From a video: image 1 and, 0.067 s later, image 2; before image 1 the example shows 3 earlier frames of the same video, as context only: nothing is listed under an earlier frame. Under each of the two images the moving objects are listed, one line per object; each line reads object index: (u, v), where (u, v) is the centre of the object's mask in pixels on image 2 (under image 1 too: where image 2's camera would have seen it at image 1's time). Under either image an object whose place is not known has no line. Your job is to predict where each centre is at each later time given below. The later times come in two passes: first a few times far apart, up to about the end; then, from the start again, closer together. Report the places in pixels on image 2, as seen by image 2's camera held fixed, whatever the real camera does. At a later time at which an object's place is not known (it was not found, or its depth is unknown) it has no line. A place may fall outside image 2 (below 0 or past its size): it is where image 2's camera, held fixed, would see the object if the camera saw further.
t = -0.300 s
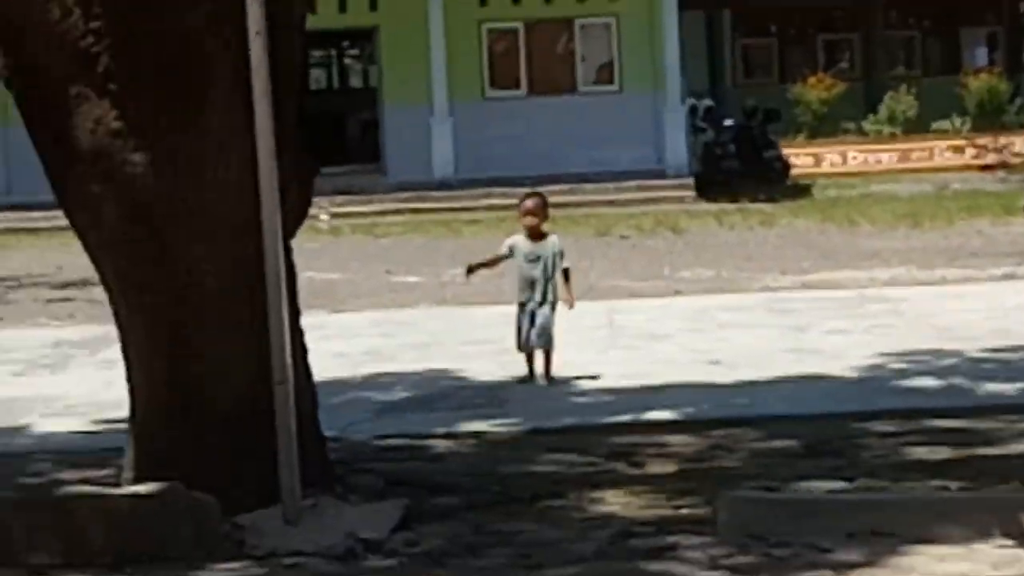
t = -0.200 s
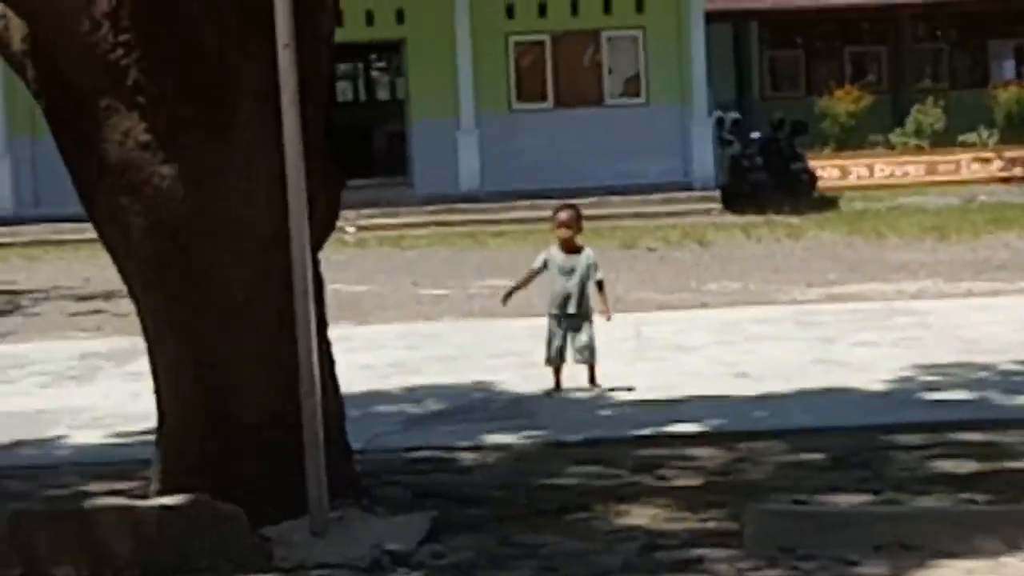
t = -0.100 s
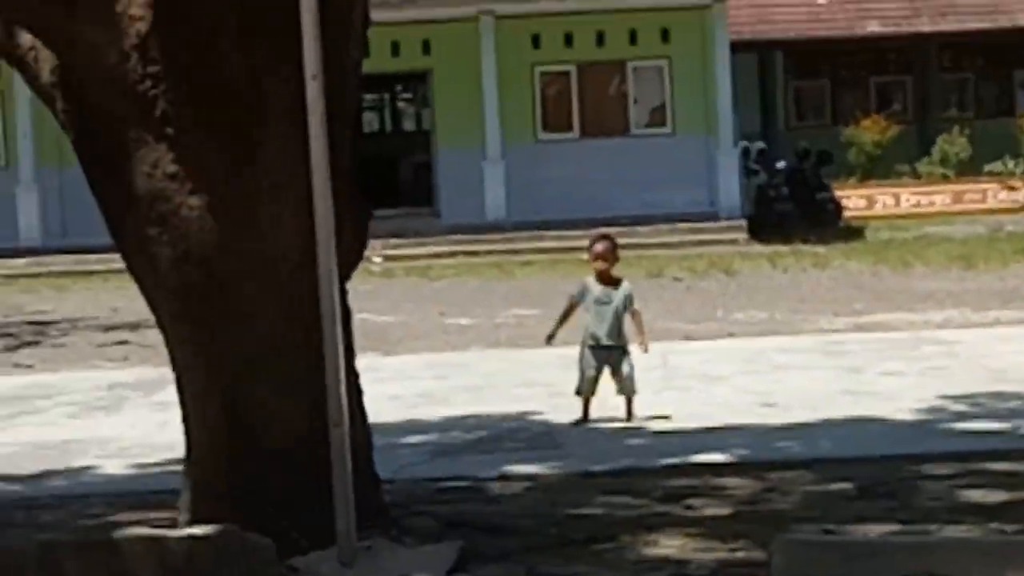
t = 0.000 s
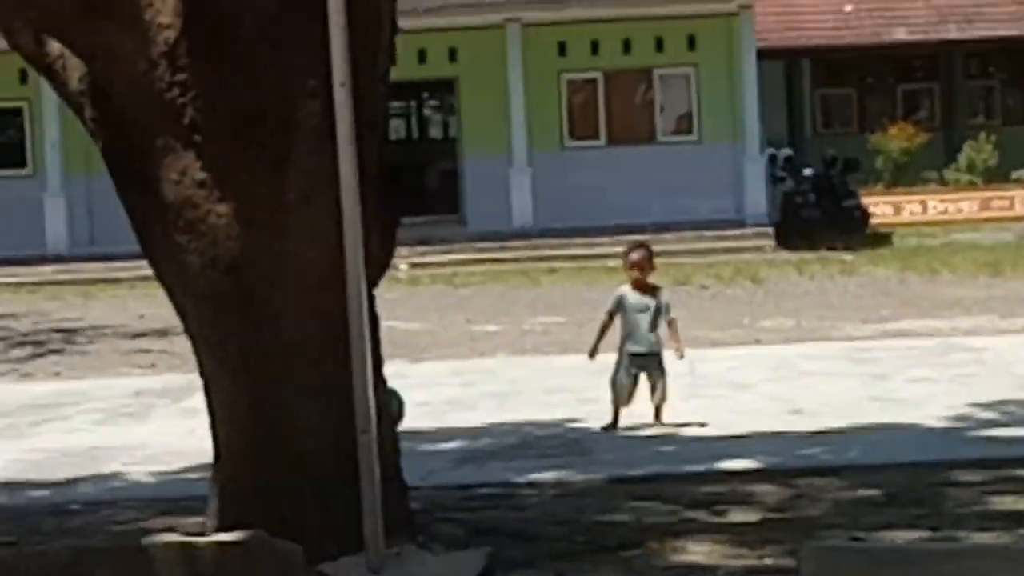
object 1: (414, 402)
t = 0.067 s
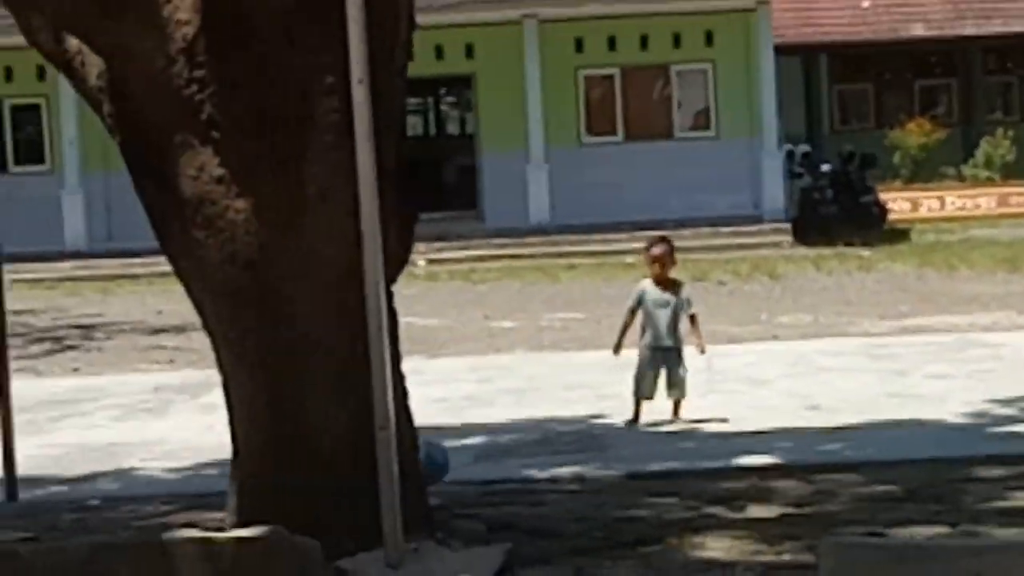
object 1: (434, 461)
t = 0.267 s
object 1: (464, 348)
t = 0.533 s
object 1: (493, 261)
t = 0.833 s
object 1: (492, 357)
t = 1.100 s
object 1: (465, 349)
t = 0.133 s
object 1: (444, 465)
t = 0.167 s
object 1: (447, 434)
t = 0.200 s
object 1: (453, 402)
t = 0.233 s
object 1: (458, 373)
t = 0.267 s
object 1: (464, 348)
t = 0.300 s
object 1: (469, 329)
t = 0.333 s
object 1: (473, 313)
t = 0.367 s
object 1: (477, 299)
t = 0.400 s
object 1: (480, 287)
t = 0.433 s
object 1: (483, 275)
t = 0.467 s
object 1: (487, 266)
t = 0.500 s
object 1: (490, 262)
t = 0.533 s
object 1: (493, 261)
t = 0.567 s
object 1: (495, 264)
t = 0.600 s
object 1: (497, 268)
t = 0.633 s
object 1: (497, 274)
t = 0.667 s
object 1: (497, 280)
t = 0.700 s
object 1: (498, 289)
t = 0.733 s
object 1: (498, 302)
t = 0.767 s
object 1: (497, 319)
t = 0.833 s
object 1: (492, 357)
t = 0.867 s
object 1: (489, 376)
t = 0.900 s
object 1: (486, 397)
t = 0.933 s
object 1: (483, 421)
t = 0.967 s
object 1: (480, 414)
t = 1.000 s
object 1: (476, 395)
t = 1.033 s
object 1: (473, 378)
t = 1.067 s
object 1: (469, 363)
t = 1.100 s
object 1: (465, 349)
